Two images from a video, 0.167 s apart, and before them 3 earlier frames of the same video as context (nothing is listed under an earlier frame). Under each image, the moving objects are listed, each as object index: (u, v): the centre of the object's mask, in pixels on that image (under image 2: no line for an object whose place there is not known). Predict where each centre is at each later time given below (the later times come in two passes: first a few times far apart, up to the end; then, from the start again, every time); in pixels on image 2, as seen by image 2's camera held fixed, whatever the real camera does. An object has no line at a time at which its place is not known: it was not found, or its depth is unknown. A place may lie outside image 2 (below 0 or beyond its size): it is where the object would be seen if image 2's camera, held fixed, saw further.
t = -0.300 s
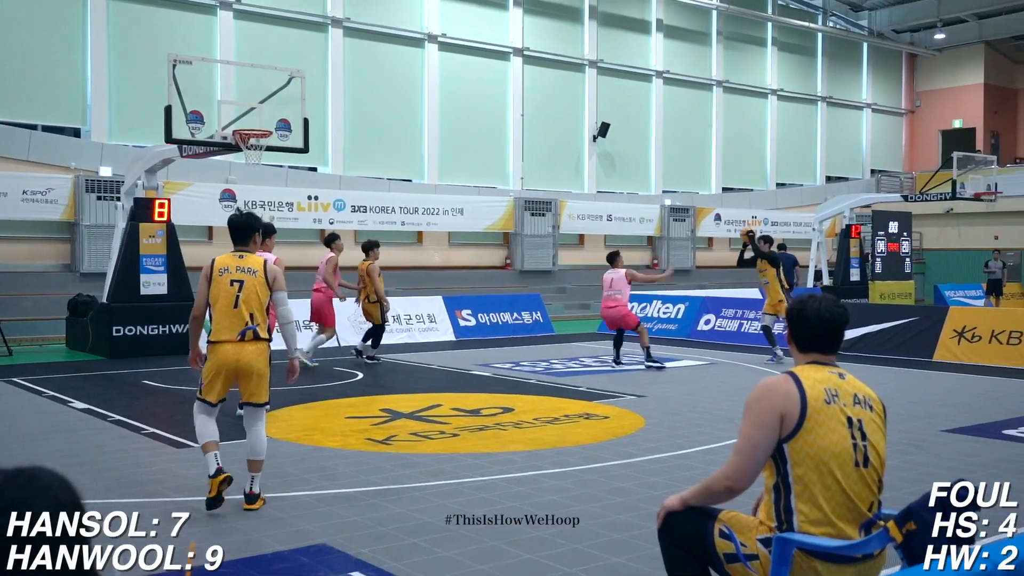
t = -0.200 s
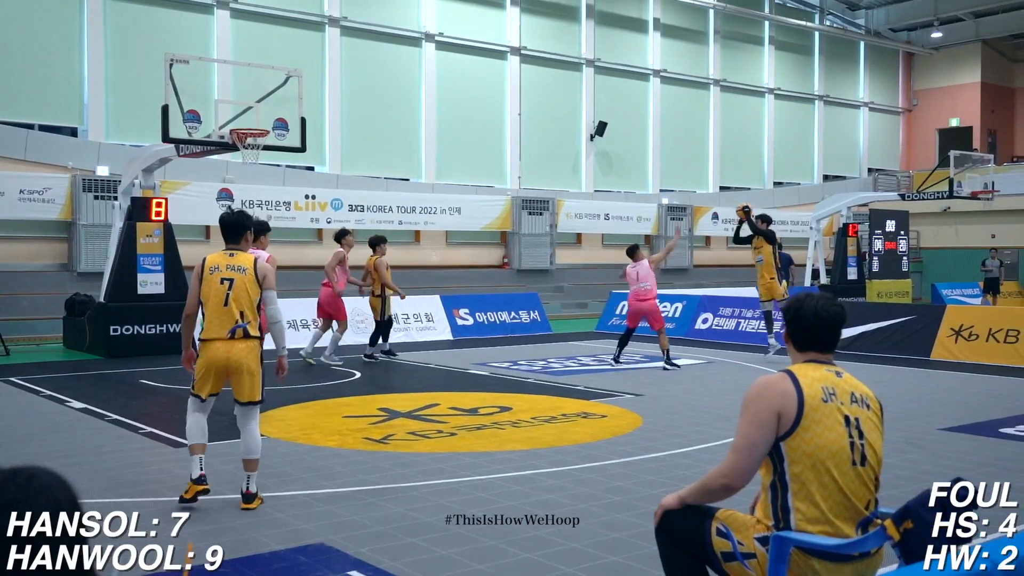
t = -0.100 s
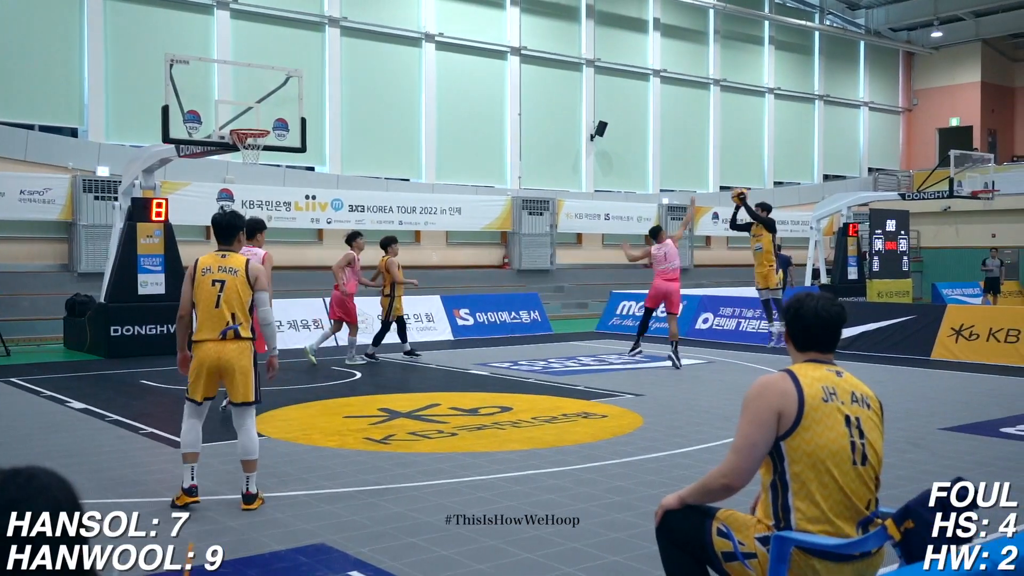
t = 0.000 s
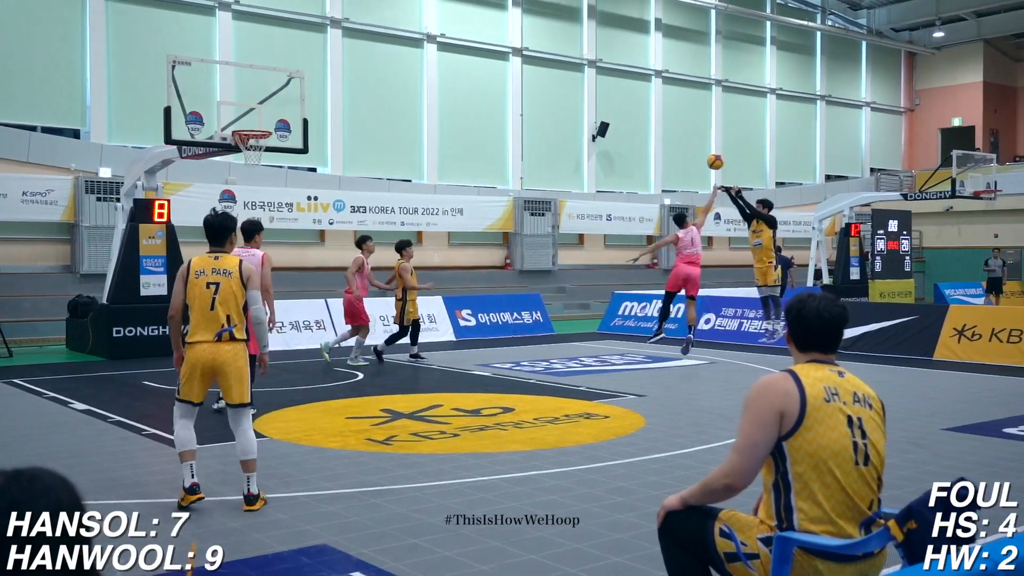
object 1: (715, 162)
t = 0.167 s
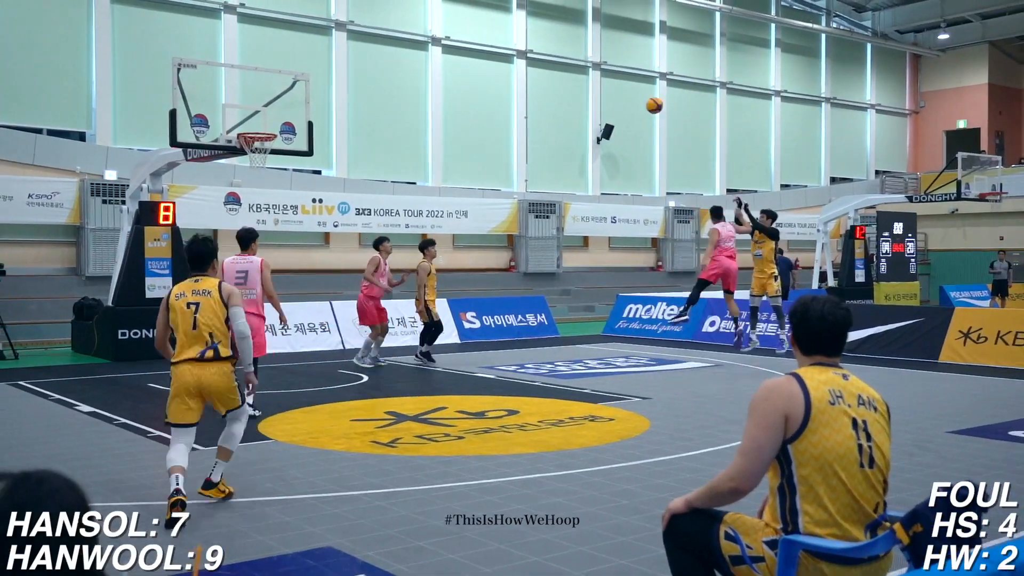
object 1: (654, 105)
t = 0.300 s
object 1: (601, 71)
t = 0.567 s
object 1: (489, 38)
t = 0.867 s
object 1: (362, 60)
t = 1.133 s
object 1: (254, 129)
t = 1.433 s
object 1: (325, 94)
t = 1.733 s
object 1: (382, 117)
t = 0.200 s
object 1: (641, 96)
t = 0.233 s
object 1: (628, 87)
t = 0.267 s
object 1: (614, 78)
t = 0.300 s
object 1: (601, 71)
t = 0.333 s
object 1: (587, 64)
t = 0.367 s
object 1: (574, 58)
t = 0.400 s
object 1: (560, 53)
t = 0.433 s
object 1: (546, 48)
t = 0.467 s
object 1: (532, 45)
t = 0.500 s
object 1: (518, 42)
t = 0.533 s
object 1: (503, 40)
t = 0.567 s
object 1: (489, 38)
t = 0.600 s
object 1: (476, 37)
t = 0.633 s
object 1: (461, 38)
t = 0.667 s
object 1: (447, 39)
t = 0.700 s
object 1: (432, 41)
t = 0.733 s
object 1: (418, 43)
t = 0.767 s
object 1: (403, 47)
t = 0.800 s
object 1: (391, 49)
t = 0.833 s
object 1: (377, 54)
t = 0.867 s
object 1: (362, 60)
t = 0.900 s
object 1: (347, 67)
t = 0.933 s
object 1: (332, 74)
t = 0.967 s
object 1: (317, 83)
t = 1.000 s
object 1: (302, 91)
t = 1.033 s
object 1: (287, 102)
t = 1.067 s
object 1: (271, 113)
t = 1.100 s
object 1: (256, 125)
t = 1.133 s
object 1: (254, 129)
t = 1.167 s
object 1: (268, 128)
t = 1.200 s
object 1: (277, 124)
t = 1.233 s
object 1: (284, 117)
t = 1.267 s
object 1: (291, 111)
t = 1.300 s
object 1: (298, 106)
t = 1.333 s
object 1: (305, 101)
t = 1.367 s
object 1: (311, 98)
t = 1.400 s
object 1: (318, 96)
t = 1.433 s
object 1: (325, 94)
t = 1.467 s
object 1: (332, 93)
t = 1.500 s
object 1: (338, 94)
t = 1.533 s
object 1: (344, 94)
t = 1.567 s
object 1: (351, 96)
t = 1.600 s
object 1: (357, 99)
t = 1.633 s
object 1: (363, 102)
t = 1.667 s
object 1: (369, 106)
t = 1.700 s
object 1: (376, 111)
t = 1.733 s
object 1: (382, 117)
